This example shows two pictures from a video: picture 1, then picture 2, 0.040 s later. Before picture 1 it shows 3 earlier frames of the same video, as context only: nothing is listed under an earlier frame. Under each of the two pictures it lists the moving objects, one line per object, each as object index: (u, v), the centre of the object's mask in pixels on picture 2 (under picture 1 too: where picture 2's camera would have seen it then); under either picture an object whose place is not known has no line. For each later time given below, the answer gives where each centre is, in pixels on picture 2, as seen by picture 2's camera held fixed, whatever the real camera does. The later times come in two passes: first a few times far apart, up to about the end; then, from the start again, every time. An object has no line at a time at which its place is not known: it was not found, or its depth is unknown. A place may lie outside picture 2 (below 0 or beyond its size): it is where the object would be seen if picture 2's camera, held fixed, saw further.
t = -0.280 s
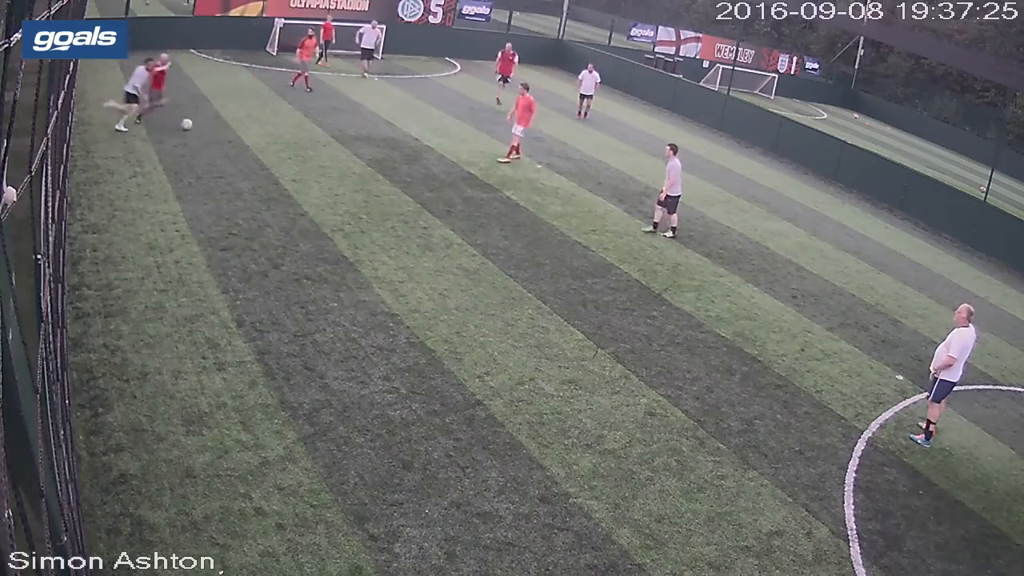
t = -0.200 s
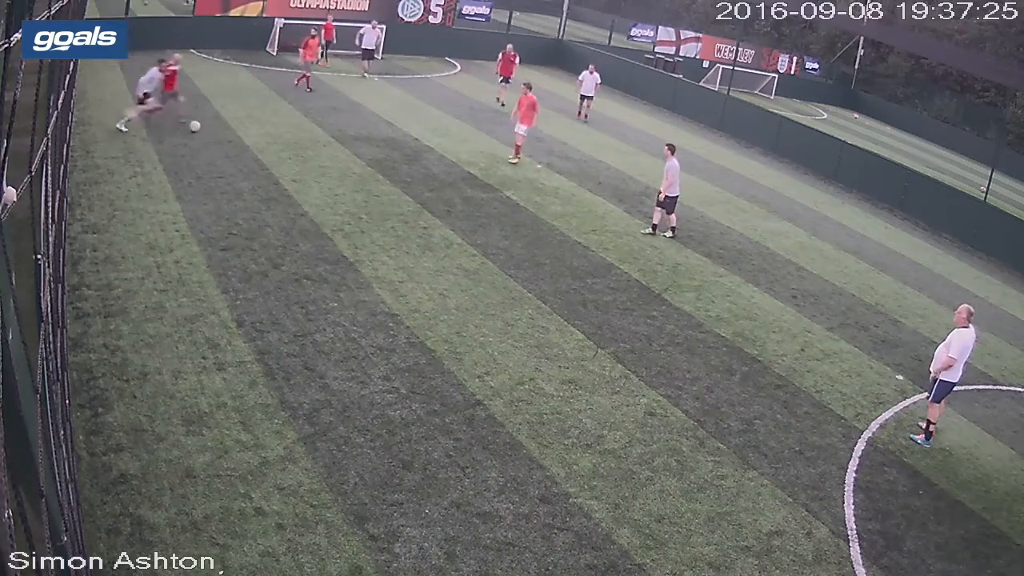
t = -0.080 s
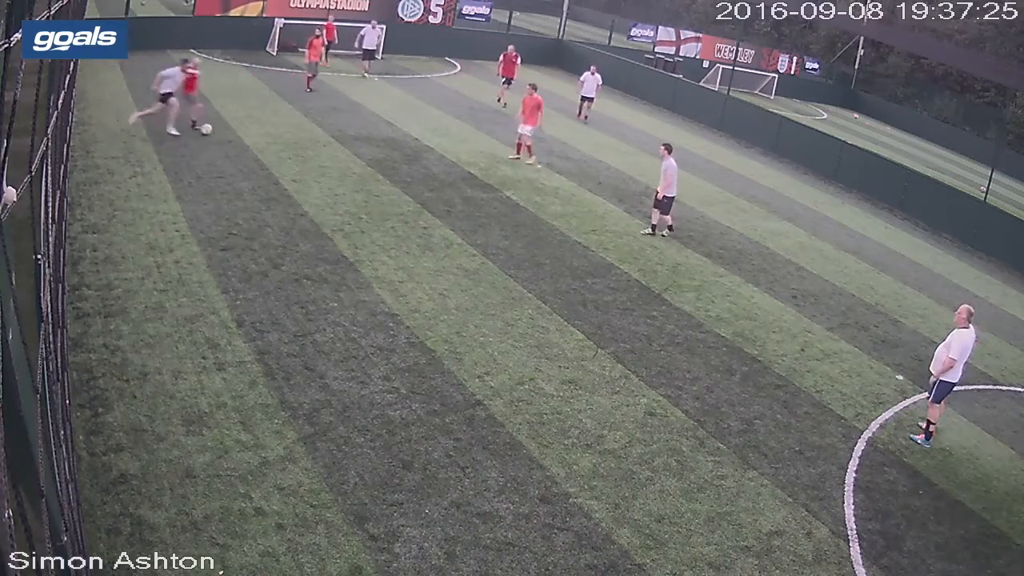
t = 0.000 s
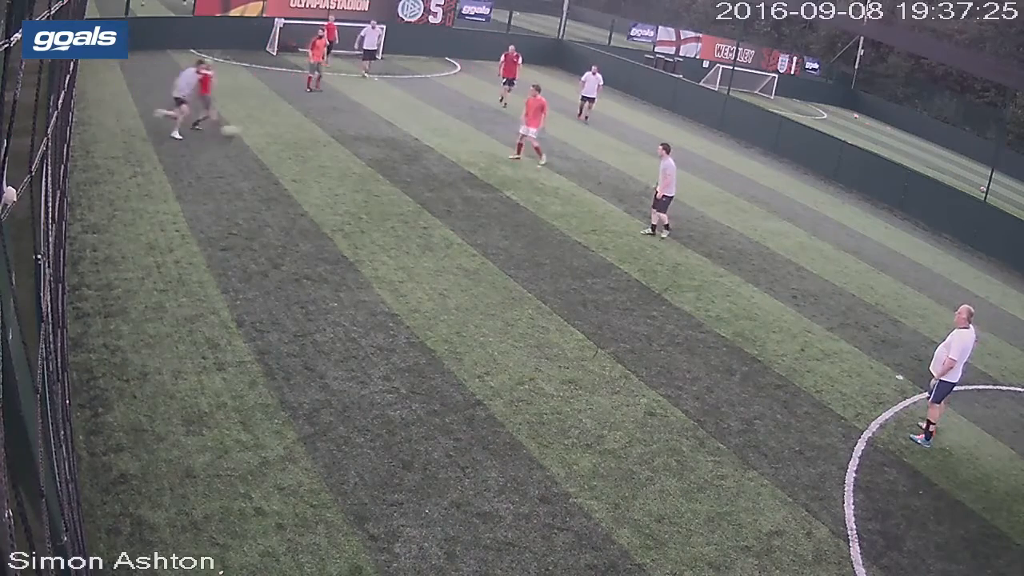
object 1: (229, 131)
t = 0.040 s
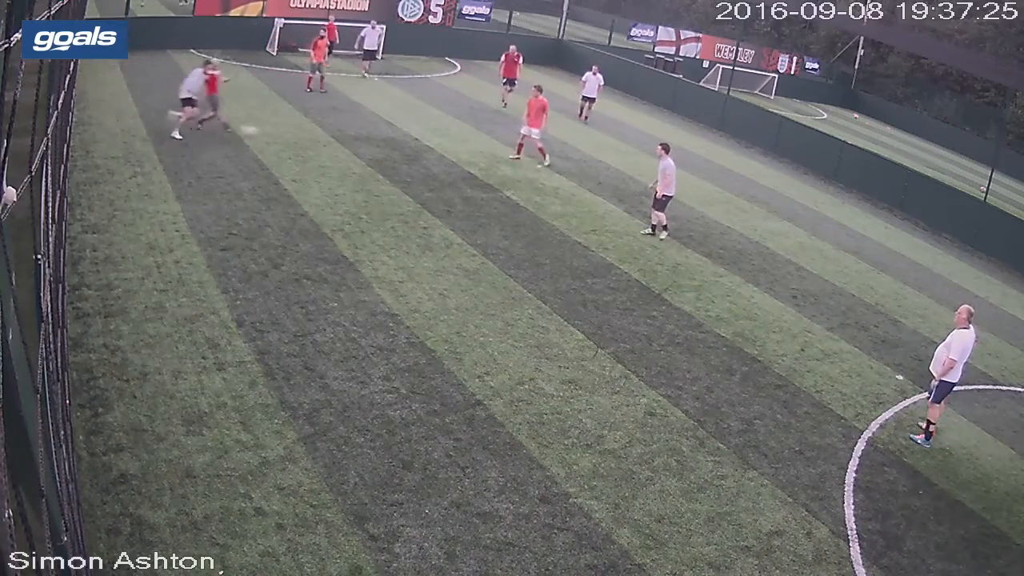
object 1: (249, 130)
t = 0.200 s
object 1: (318, 135)
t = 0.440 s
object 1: (408, 143)
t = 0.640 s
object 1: (476, 152)
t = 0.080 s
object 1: (268, 132)
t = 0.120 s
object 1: (285, 135)
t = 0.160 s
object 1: (301, 135)
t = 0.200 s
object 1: (318, 135)
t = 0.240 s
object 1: (334, 136)
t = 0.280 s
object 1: (350, 139)
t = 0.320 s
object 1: (365, 140)
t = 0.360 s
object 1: (380, 140)
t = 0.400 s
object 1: (395, 141)
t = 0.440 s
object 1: (408, 143)
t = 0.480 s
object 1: (422, 145)
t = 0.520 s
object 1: (435, 146)
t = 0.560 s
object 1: (450, 146)
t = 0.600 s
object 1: (463, 148)
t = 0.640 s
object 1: (476, 152)
